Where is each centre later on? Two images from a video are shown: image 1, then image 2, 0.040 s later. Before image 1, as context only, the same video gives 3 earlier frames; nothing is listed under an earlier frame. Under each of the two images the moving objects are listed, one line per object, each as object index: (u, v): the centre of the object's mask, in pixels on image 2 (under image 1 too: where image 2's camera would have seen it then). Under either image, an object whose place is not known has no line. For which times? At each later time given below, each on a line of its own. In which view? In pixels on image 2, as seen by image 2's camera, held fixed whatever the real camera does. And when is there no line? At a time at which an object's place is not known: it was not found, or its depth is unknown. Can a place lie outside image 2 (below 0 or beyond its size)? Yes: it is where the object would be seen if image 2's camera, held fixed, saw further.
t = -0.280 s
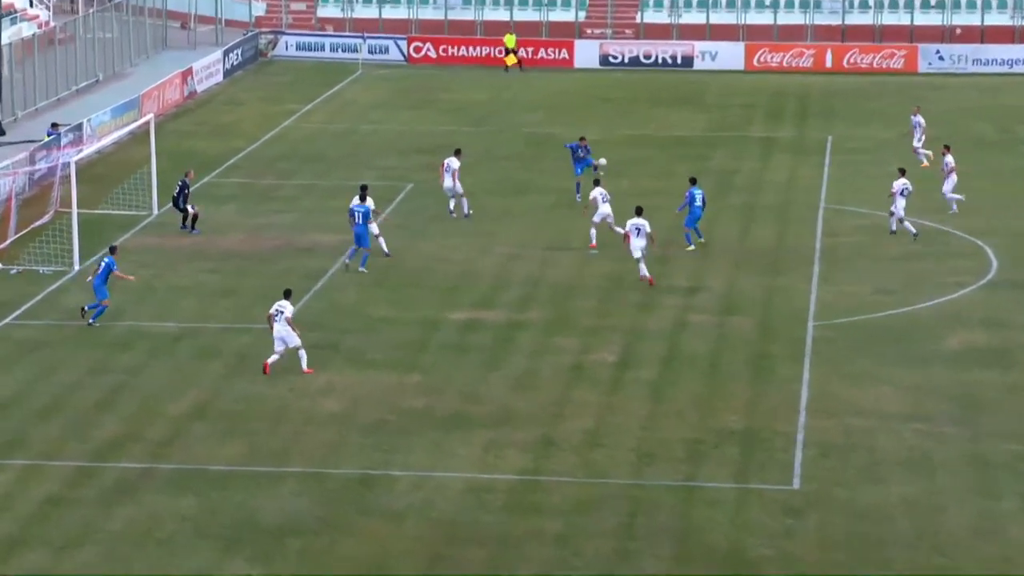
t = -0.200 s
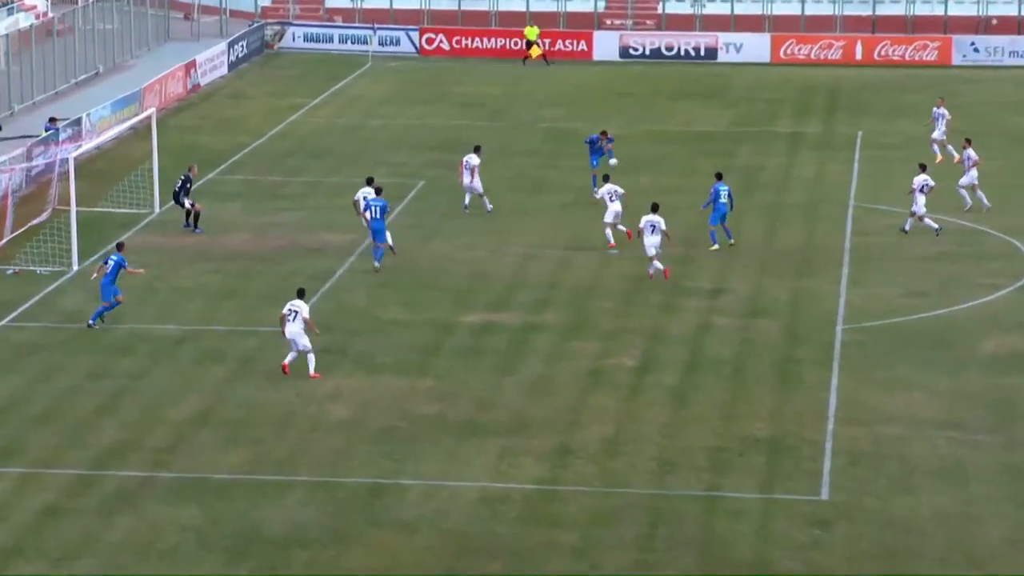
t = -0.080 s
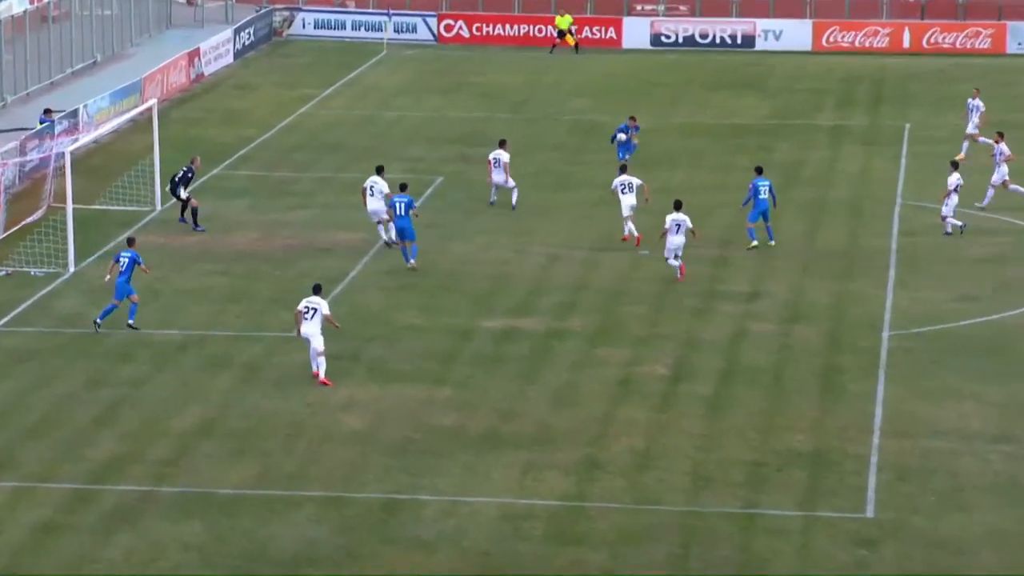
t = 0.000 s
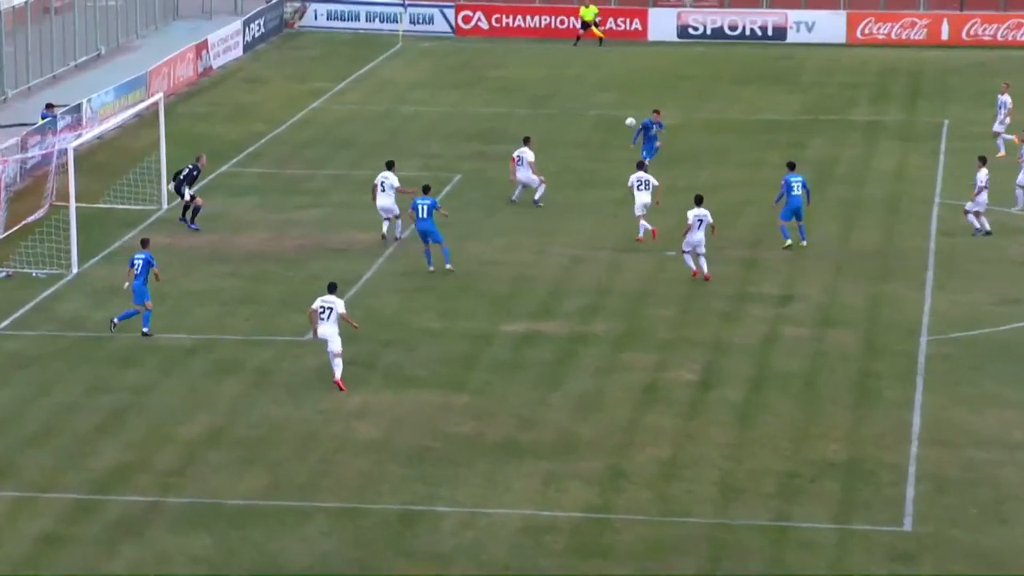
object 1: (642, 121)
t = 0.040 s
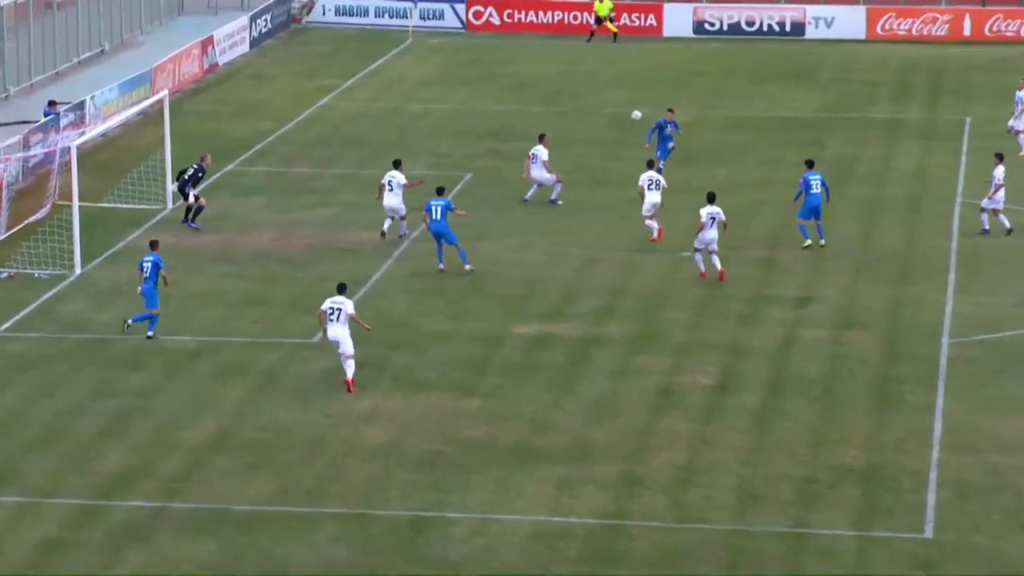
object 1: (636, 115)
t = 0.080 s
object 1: (630, 111)
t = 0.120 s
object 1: (624, 108)
